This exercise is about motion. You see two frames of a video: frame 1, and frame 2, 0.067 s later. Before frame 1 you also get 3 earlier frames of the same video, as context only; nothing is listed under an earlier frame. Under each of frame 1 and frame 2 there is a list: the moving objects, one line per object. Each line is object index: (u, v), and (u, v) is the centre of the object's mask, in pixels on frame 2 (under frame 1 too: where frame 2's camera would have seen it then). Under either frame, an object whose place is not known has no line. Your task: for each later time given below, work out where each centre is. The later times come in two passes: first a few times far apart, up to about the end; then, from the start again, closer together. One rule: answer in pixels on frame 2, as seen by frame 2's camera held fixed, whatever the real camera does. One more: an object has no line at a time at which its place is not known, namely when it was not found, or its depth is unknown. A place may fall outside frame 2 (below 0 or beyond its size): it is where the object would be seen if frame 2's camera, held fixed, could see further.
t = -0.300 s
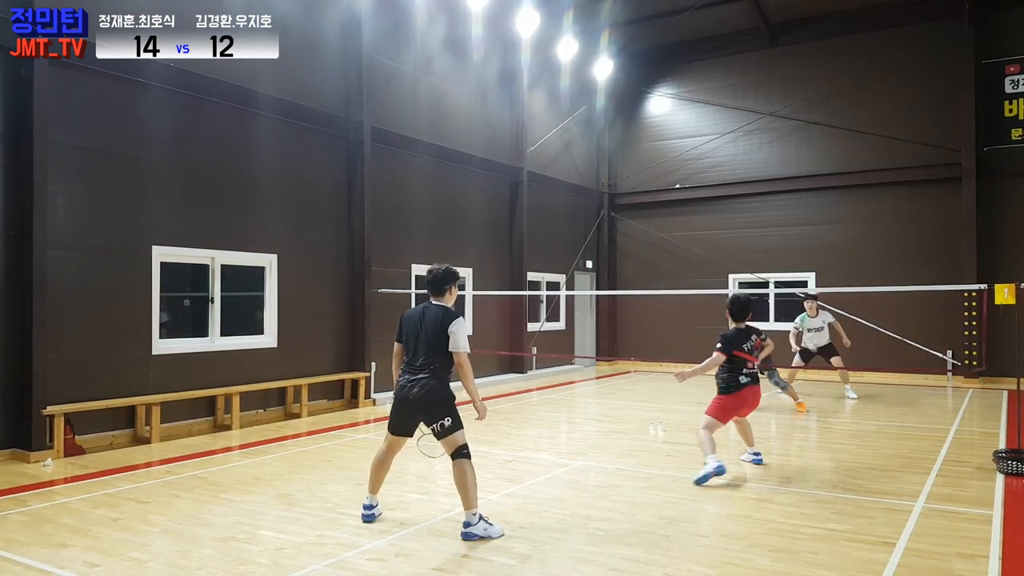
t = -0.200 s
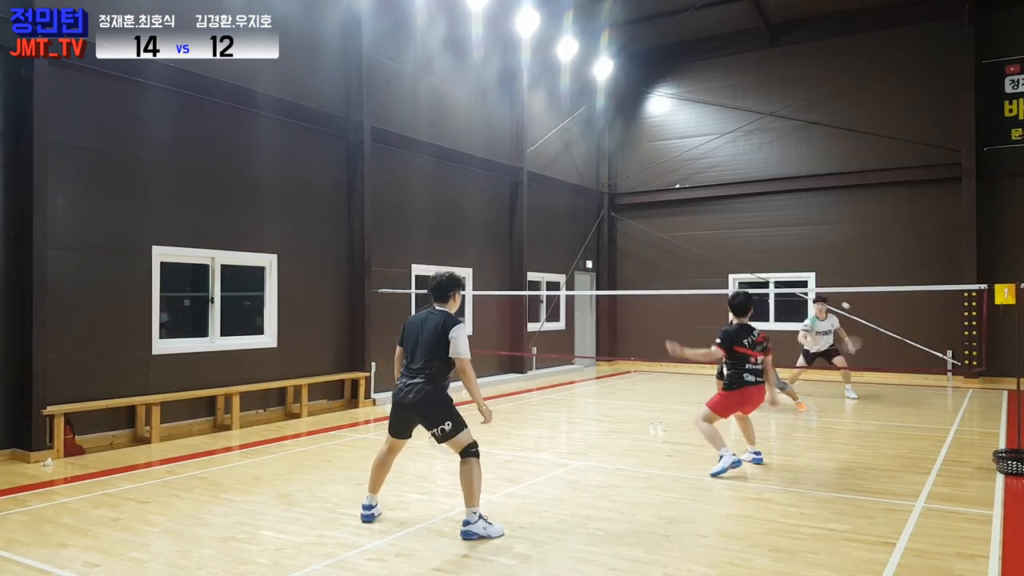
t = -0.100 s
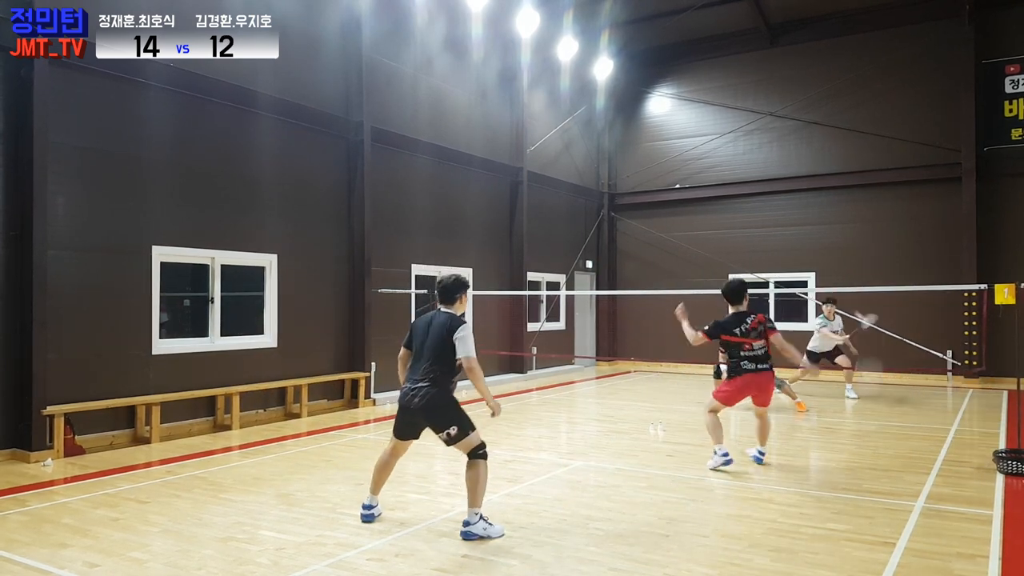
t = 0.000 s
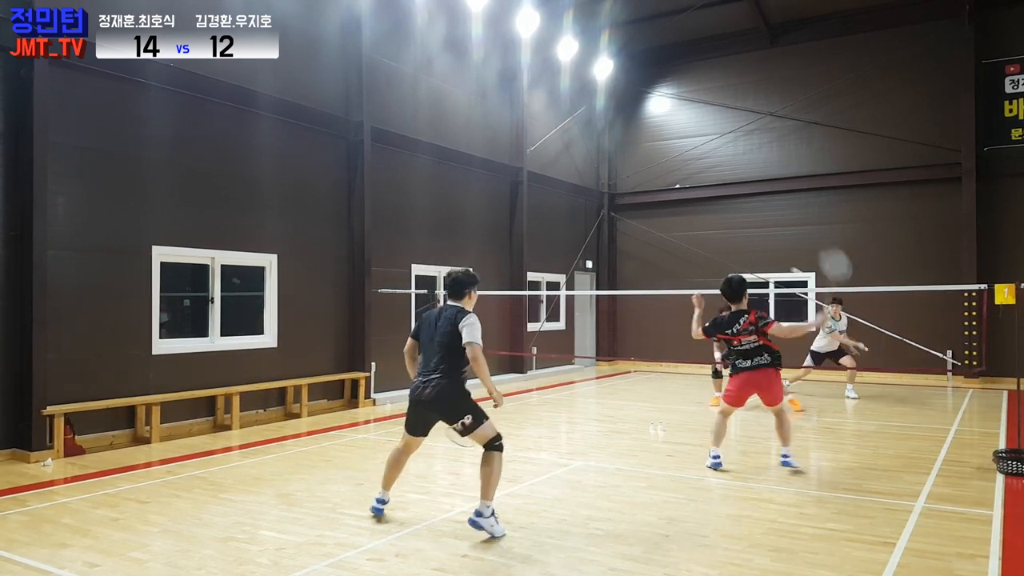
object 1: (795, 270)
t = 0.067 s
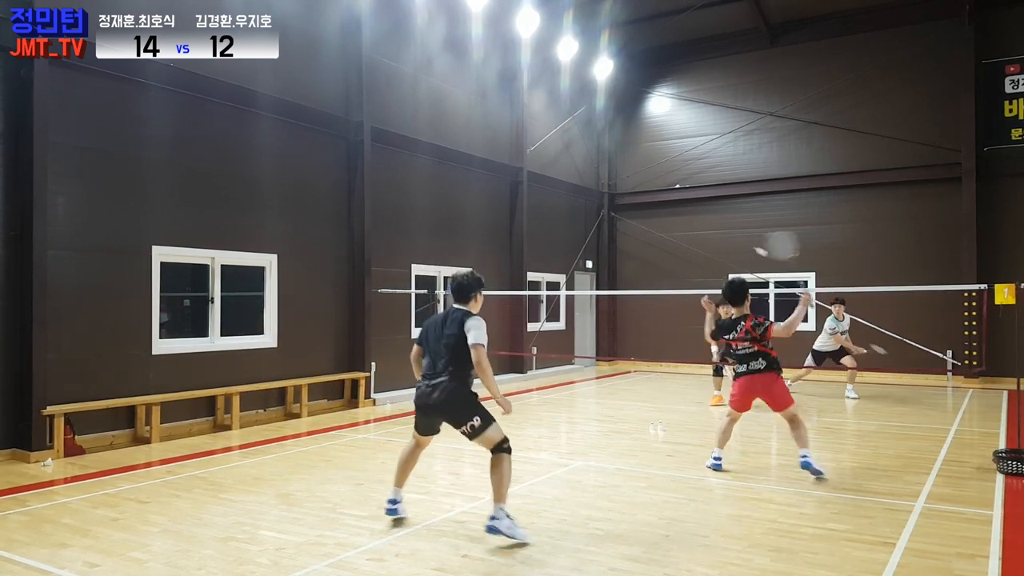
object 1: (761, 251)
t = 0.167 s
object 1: (712, 229)
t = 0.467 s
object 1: (594, 221)
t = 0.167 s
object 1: (712, 229)
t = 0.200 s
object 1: (697, 224)
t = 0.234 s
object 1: (683, 220)
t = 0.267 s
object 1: (670, 217)
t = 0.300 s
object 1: (656, 215)
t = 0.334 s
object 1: (643, 214)
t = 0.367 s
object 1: (631, 214)
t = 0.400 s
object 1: (618, 216)
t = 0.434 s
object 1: (606, 218)
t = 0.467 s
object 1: (594, 221)
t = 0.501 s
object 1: (582, 226)
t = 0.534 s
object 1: (571, 231)
